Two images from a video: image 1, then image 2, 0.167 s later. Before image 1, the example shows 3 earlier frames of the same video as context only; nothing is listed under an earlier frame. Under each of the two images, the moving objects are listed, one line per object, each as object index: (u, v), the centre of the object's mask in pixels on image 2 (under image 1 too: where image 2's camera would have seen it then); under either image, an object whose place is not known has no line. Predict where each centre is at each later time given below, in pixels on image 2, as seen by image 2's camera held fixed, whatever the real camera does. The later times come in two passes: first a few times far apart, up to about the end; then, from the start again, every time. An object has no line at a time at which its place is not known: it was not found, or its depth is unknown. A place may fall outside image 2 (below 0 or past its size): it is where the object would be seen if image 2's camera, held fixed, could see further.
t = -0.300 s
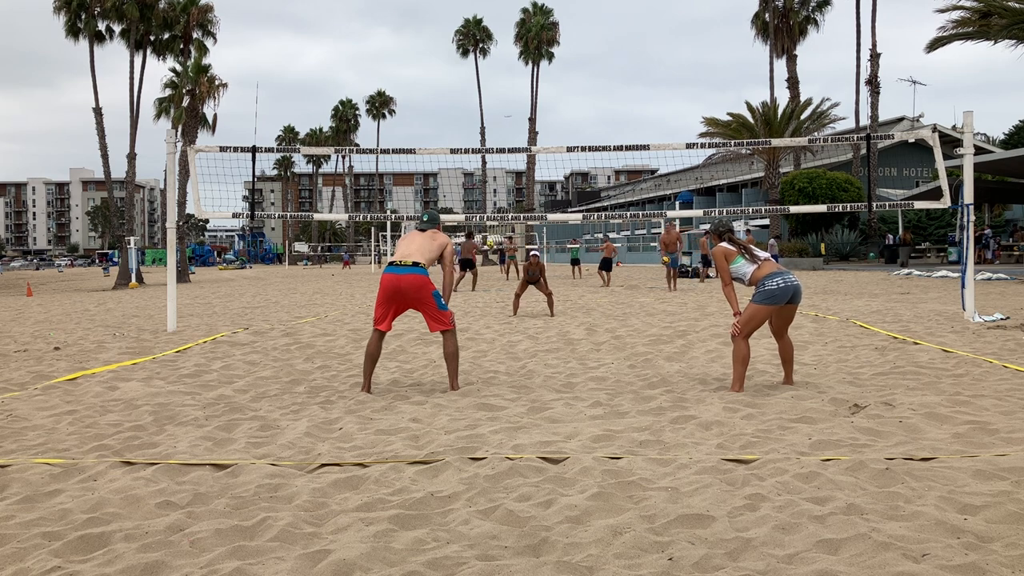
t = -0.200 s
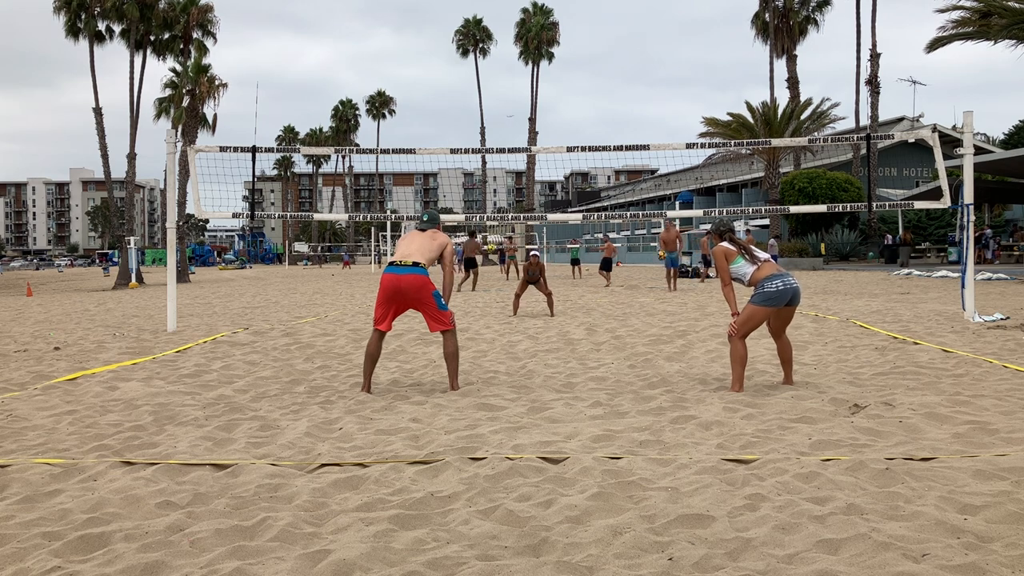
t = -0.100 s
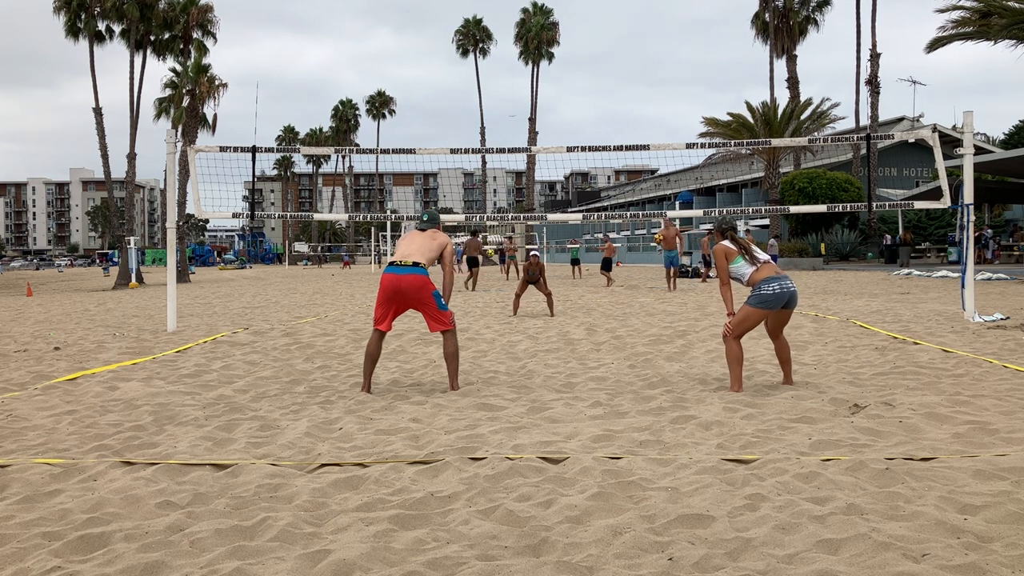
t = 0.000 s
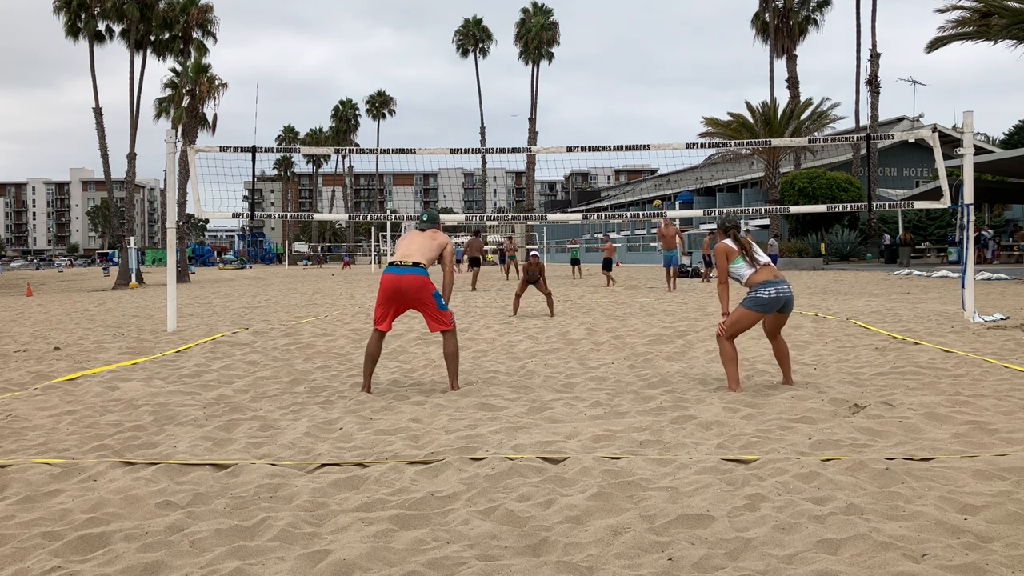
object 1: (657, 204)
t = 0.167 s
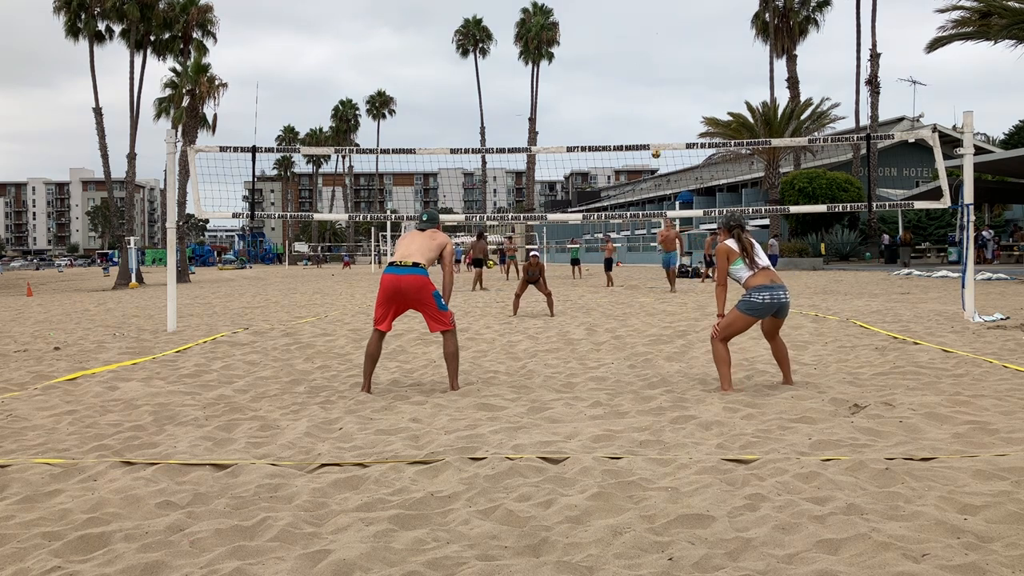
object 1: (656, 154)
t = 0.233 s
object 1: (655, 137)
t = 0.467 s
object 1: (651, 91)
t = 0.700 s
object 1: (647, 68)
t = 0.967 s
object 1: (642, 70)
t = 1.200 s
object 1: (637, 99)
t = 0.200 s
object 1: (655, 142)
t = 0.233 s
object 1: (655, 137)
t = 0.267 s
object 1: (654, 129)
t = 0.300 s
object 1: (654, 121)
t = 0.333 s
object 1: (653, 114)
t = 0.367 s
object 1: (653, 108)
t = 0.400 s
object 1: (652, 102)
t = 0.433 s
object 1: (652, 96)
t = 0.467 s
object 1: (651, 91)
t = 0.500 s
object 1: (651, 86)
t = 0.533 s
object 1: (650, 82)
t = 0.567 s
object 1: (650, 78)
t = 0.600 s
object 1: (649, 75)
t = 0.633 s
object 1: (648, 72)
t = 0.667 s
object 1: (647, 70)
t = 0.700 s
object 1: (647, 68)
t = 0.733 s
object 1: (646, 67)
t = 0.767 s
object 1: (646, 66)
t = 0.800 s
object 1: (645, 65)
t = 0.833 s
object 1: (644, 65)
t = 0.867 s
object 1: (644, 66)
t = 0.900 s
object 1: (643, 67)
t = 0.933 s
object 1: (642, 69)
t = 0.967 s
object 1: (642, 70)
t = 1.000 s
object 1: (641, 73)
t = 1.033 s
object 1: (640, 76)
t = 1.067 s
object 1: (639, 80)
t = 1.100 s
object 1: (639, 84)
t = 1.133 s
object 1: (638, 88)
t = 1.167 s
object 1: (637, 93)
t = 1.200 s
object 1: (637, 99)
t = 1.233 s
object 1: (636, 105)
